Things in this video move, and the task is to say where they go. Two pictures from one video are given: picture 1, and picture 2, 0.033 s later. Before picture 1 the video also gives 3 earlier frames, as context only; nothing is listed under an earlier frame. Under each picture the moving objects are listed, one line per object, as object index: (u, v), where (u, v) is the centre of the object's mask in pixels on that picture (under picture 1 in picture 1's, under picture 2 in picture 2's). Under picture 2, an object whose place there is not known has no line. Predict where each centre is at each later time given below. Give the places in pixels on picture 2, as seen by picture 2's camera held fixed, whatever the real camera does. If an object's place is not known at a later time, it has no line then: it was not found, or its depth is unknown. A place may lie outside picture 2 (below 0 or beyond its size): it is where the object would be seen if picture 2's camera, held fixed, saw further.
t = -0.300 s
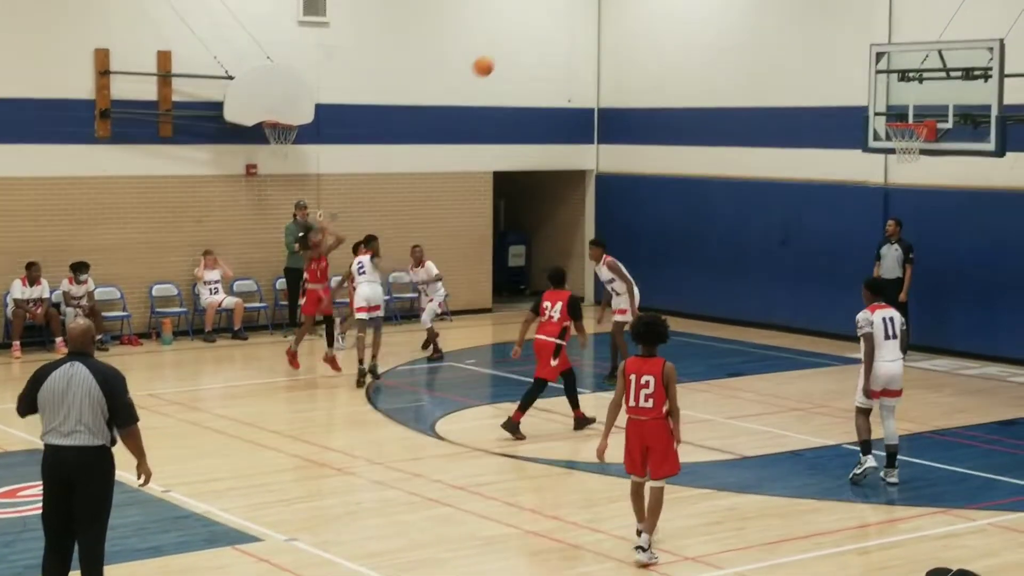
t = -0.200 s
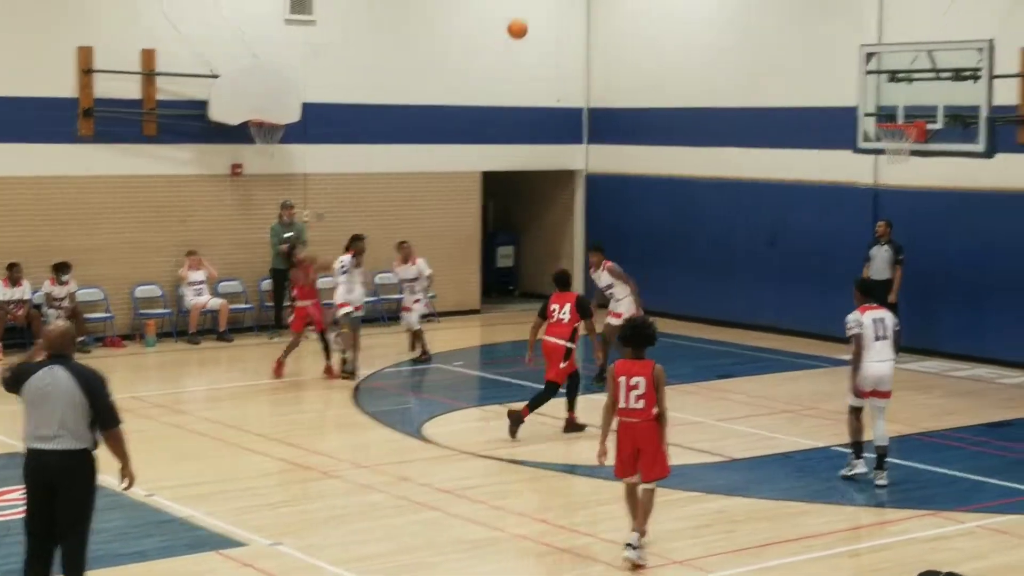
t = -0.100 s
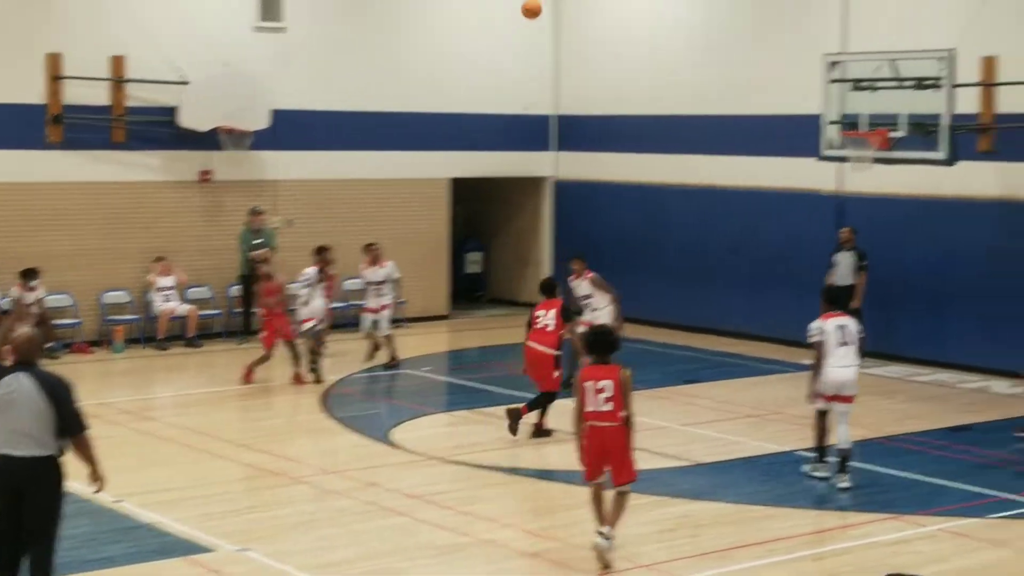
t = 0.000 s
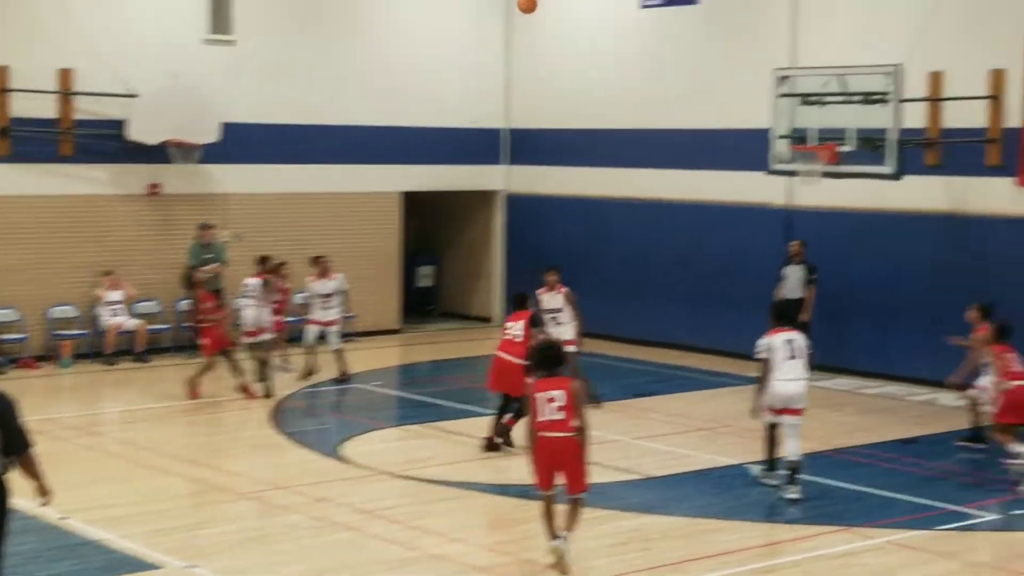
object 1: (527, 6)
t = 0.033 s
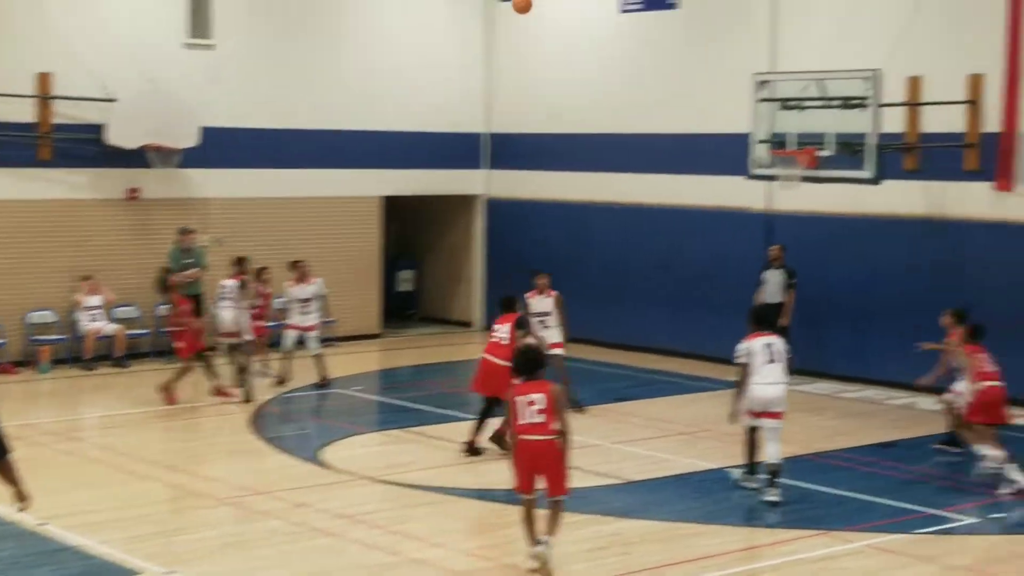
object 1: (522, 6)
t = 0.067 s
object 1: (537, 2)
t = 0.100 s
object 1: (550, -2)
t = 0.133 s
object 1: (565, -4)
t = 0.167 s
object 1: (579, -4)
